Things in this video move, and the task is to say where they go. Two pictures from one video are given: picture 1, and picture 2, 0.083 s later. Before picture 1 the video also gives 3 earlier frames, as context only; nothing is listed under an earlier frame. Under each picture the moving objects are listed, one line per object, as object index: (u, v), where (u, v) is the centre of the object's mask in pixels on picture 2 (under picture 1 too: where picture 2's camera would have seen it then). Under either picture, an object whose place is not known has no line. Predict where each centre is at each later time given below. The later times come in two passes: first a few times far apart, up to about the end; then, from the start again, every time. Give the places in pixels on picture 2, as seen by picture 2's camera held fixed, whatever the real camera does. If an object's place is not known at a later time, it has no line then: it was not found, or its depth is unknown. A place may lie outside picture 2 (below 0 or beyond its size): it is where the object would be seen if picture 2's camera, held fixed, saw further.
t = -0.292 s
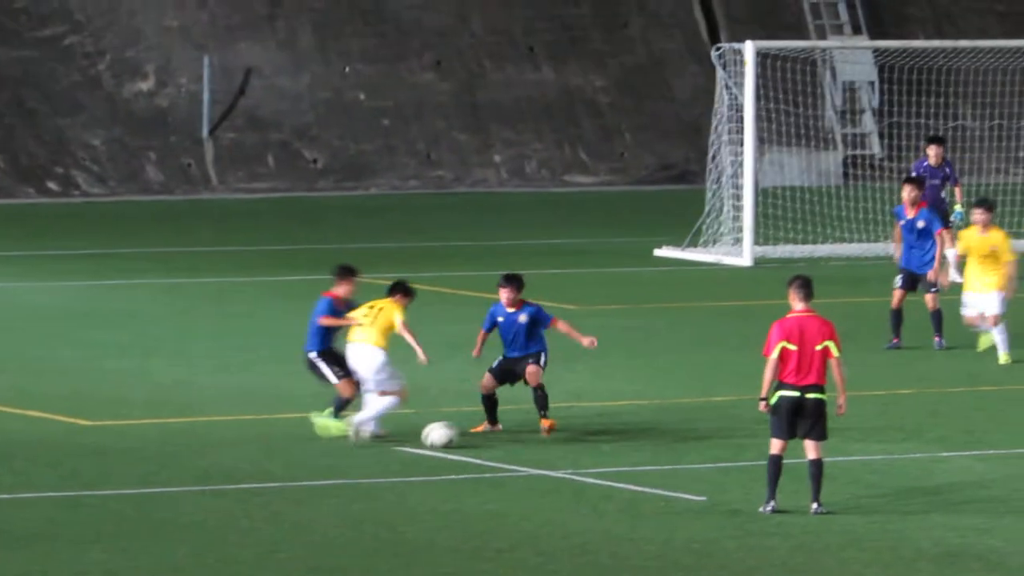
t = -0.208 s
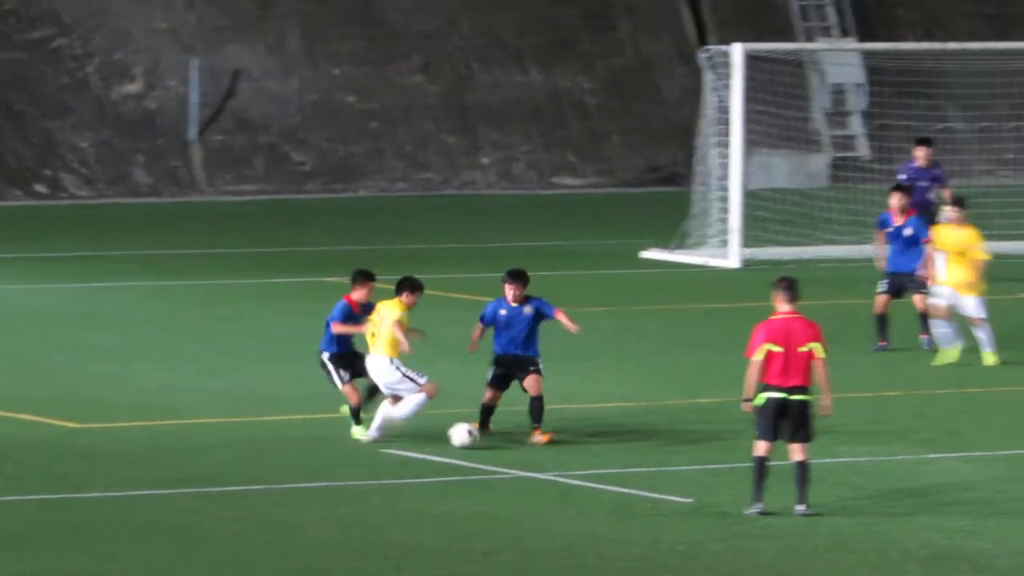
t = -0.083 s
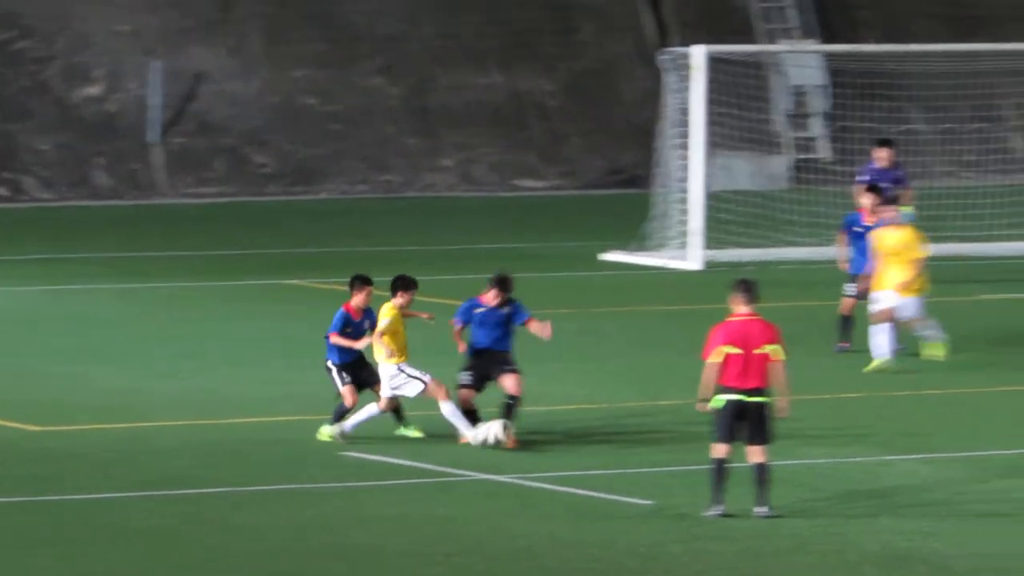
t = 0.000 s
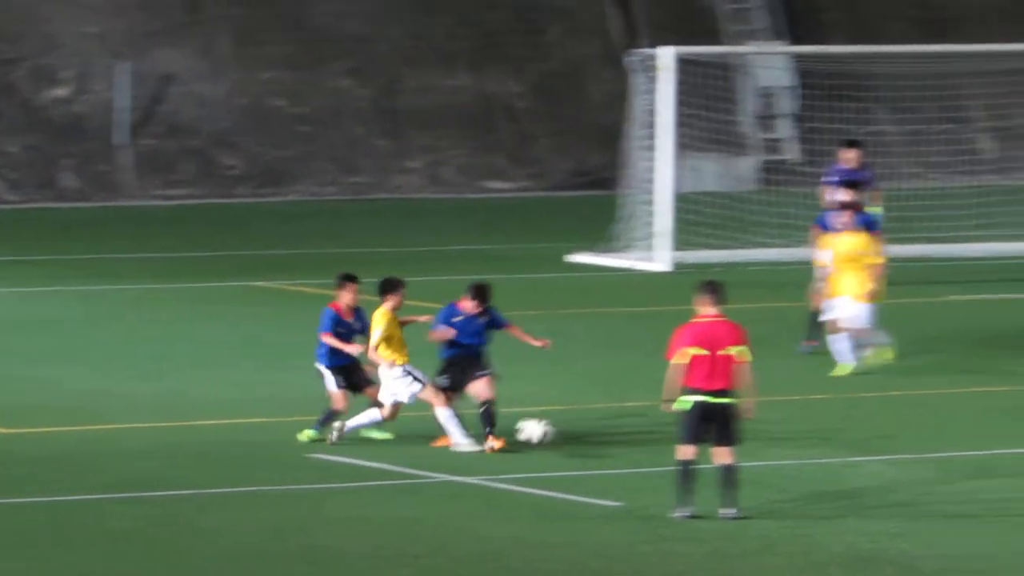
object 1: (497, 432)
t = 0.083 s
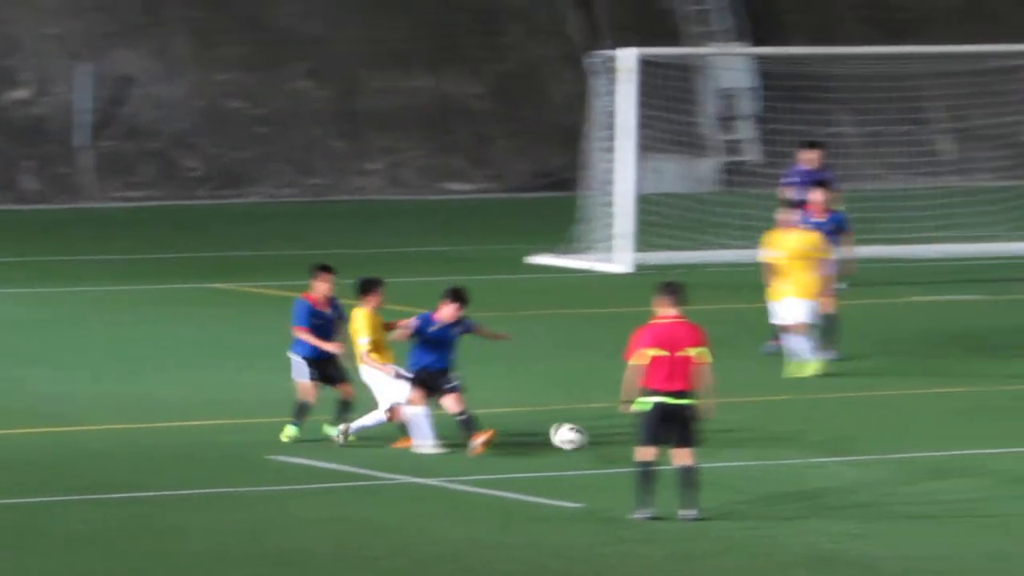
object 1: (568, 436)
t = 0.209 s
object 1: (669, 457)
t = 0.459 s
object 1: (843, 459)
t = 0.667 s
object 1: (971, 465)
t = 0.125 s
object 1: (603, 442)
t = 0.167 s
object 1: (632, 447)
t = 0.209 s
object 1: (669, 457)
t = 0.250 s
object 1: (706, 452)
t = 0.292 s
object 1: (729, 448)
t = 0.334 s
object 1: (757, 448)
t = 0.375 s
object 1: (786, 450)
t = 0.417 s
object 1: (815, 453)
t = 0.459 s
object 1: (843, 459)
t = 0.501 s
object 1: (871, 468)
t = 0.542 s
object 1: (897, 471)
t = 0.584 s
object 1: (922, 467)
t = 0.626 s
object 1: (945, 465)
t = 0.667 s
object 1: (971, 465)
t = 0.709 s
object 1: (996, 468)
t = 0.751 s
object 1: (1020, 473)
